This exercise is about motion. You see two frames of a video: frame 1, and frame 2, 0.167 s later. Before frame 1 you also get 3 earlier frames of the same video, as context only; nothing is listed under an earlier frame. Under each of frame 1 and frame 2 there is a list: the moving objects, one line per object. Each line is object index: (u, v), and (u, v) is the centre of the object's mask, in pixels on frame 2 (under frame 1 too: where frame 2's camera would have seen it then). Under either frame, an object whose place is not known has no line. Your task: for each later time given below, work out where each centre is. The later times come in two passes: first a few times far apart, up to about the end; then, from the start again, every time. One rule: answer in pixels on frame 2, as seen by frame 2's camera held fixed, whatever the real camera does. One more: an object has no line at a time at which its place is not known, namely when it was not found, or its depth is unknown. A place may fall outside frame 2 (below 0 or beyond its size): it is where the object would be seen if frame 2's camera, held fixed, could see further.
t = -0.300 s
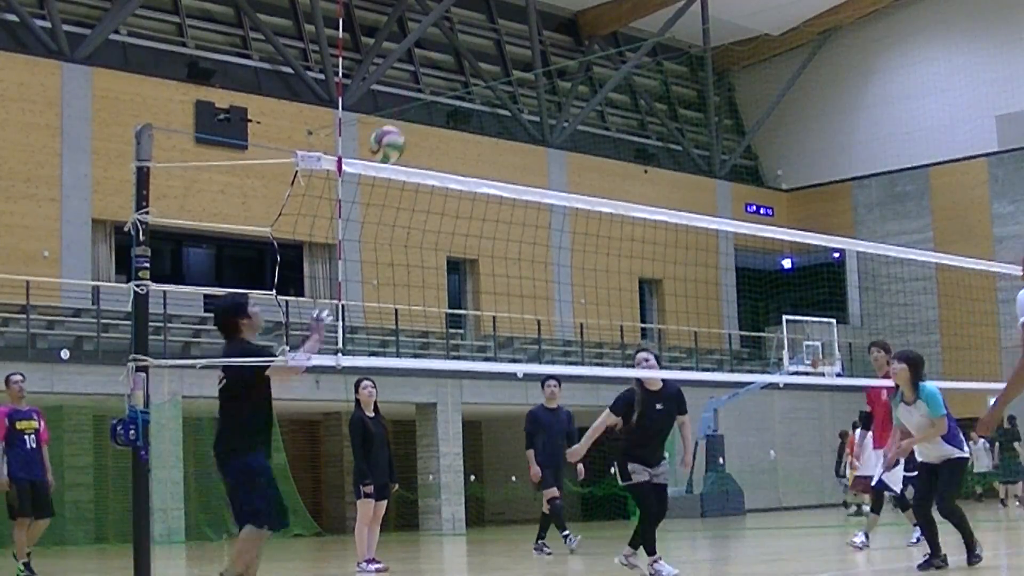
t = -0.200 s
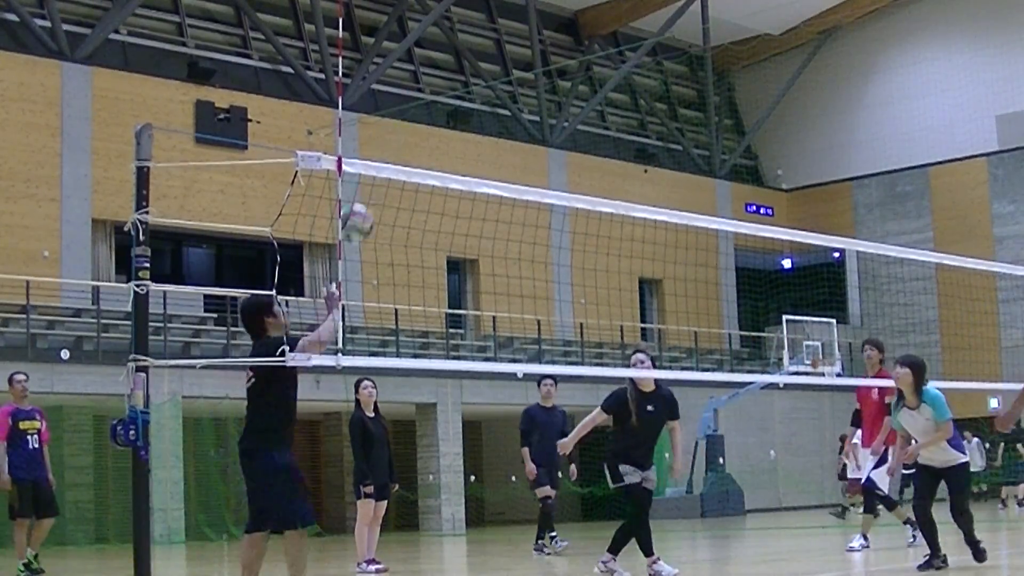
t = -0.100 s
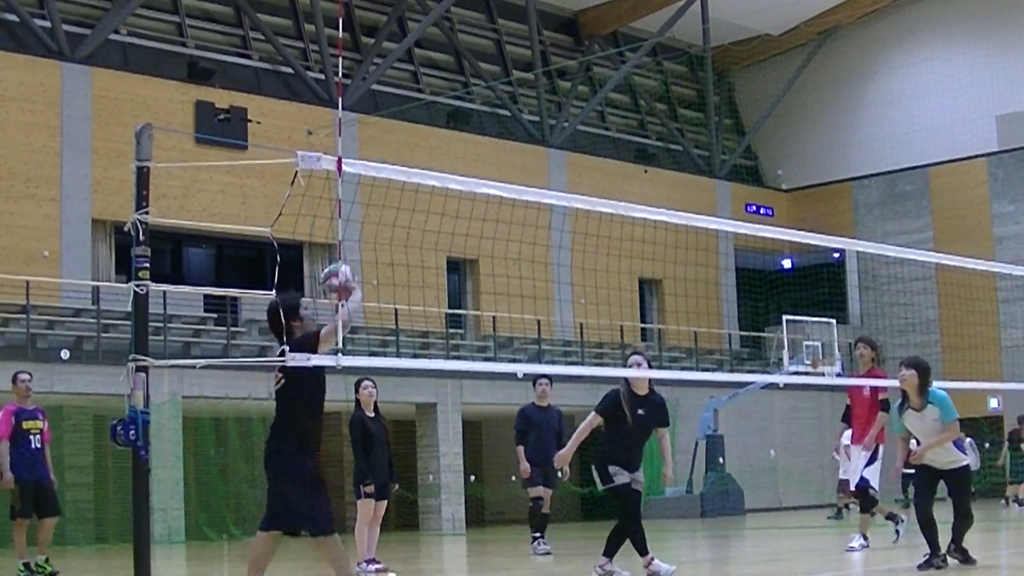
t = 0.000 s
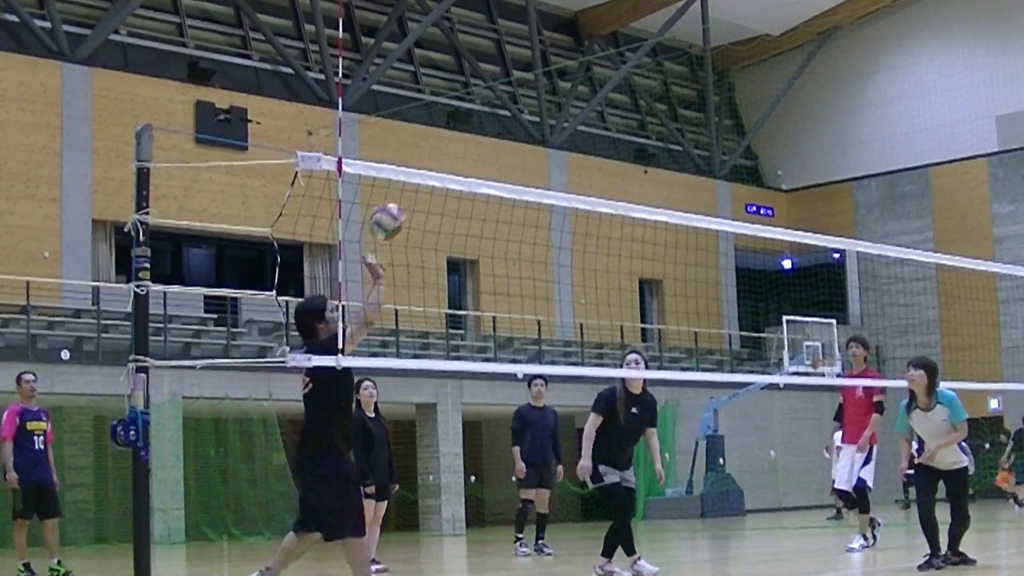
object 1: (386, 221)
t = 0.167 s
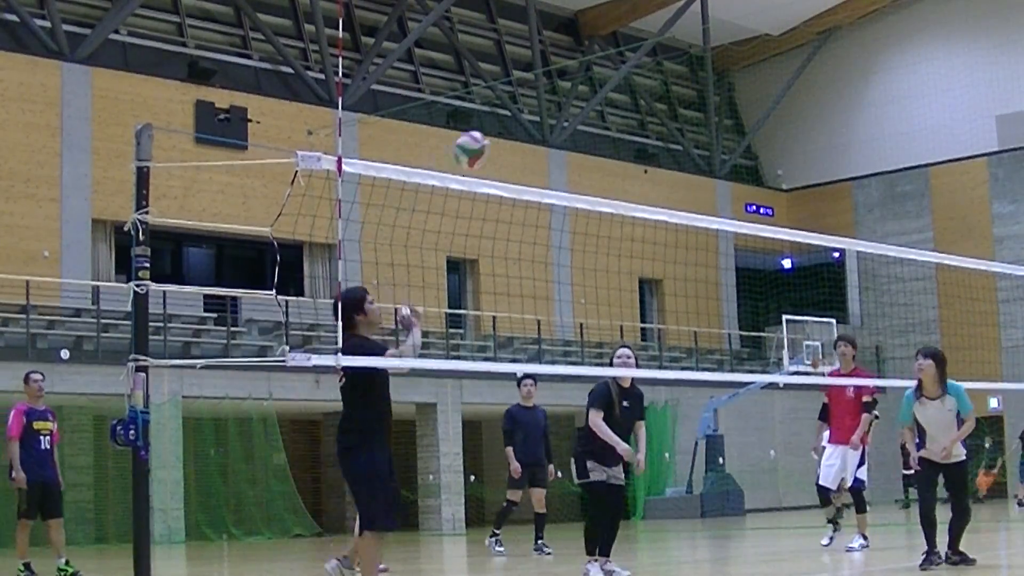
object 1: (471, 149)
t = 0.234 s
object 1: (506, 135)
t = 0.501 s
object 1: (643, 152)
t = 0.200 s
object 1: (489, 142)
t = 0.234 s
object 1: (506, 135)
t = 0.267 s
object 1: (523, 130)
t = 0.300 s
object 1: (540, 128)
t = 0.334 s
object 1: (557, 128)
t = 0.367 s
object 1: (574, 130)
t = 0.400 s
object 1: (591, 132)
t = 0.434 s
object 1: (608, 137)
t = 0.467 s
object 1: (626, 144)
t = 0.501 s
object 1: (643, 152)
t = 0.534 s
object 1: (659, 162)
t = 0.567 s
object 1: (677, 175)
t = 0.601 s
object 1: (694, 191)
